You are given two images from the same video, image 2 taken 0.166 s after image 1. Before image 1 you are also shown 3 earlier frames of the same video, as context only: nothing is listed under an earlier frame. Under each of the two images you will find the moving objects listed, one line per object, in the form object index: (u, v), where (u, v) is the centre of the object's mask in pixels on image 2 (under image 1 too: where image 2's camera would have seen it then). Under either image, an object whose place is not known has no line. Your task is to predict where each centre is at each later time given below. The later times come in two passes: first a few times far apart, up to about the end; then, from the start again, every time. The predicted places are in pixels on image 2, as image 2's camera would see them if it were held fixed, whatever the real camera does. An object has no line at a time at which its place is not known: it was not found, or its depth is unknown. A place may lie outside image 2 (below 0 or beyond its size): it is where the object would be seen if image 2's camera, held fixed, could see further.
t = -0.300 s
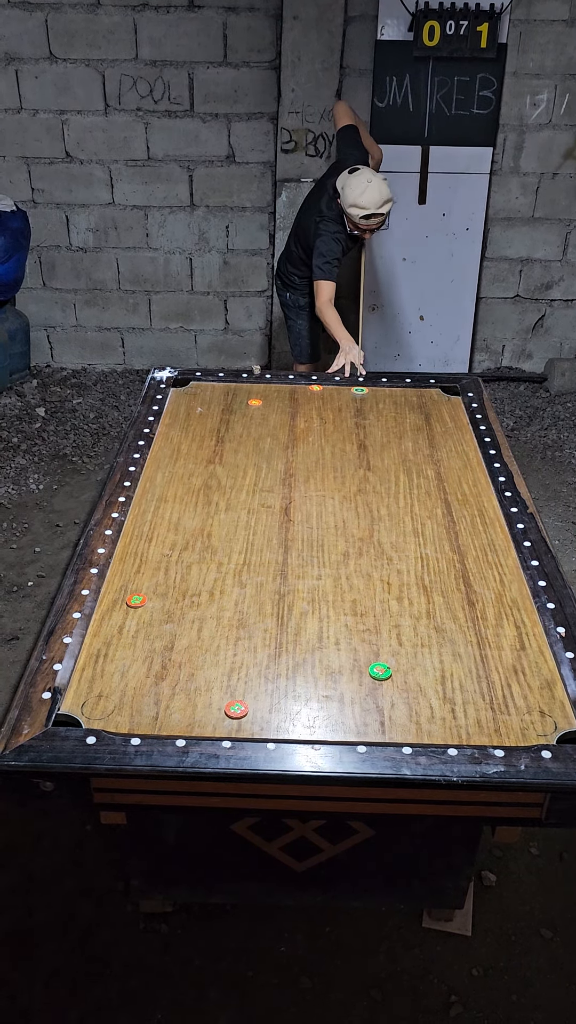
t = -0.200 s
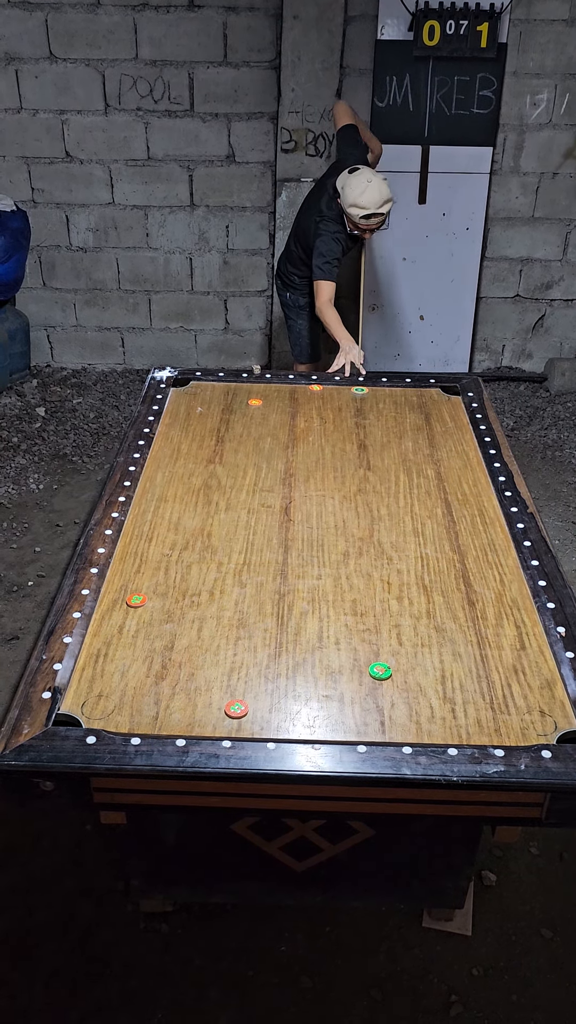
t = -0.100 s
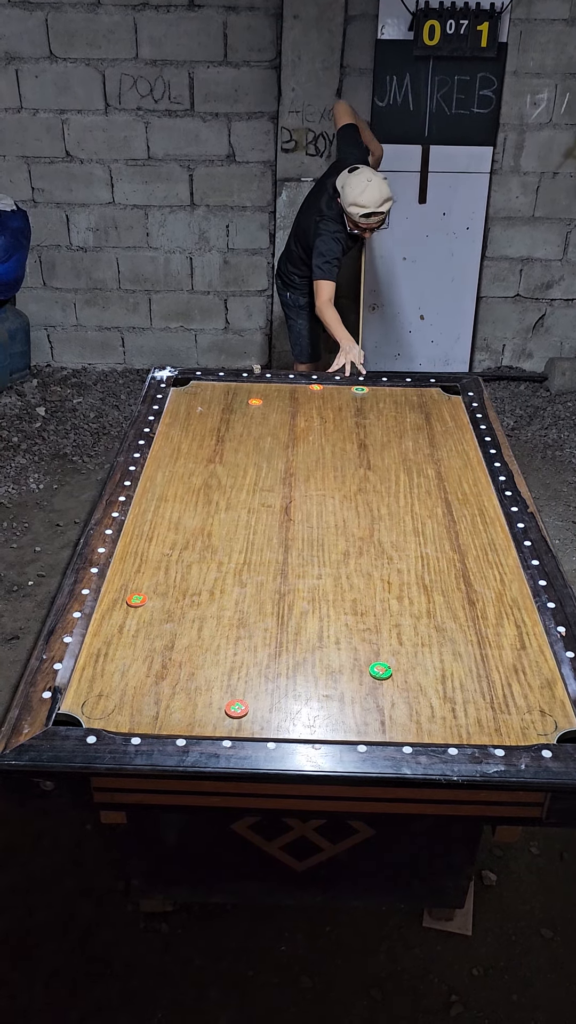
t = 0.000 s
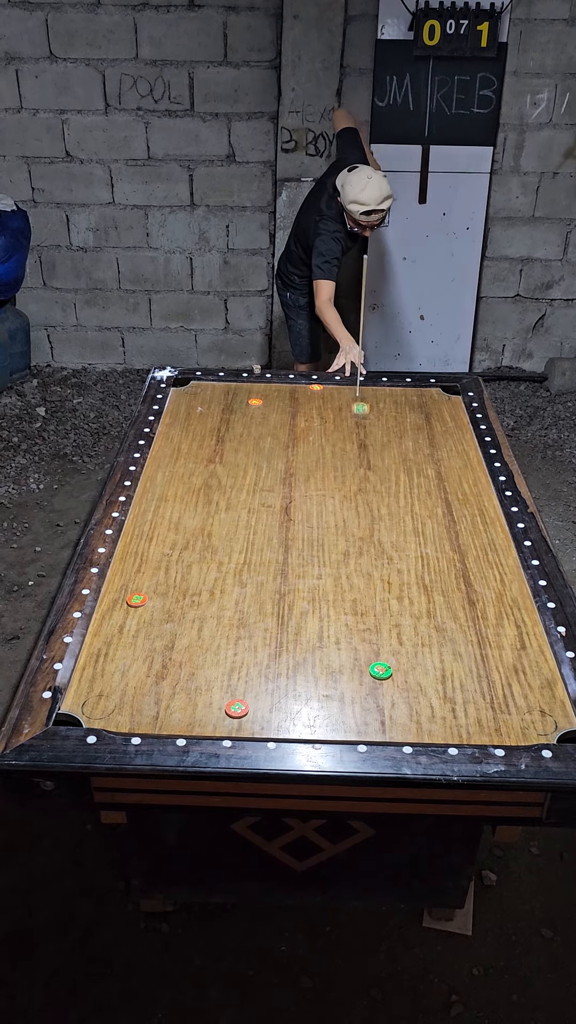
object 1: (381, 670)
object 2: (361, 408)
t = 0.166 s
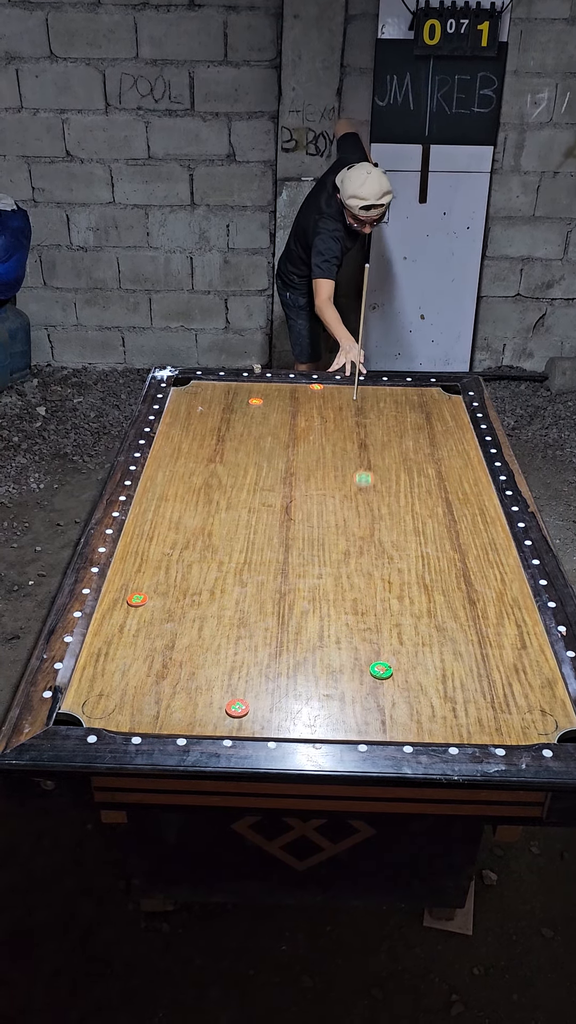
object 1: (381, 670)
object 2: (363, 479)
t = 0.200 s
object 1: (381, 670)
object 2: (364, 496)
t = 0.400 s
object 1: (381, 670)
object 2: (368, 620)
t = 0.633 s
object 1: (453, 637)
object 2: (324, 717)
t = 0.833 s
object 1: (481, 533)
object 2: (272, 651)
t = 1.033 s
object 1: (464, 464)
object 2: (234, 602)
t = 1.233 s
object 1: (429, 414)
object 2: (208, 566)
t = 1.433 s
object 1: (402, 397)
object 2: (190, 541)
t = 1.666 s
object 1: (375, 421)
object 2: (178, 524)
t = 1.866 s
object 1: (355, 440)
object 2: (174, 517)
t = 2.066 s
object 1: (338, 456)
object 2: (171, 515)
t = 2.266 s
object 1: (327, 467)
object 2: (171, 515)
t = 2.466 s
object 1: (320, 475)
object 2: (171, 515)
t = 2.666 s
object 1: (316, 479)
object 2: (171, 515)
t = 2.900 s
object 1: (316, 480)
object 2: (171, 515)
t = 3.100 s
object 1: (316, 480)
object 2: (171, 515)
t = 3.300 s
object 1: (316, 480)
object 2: (171, 515)
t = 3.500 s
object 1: (316, 480)
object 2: (171, 515)
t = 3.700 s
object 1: (316, 480)
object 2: (170, 515)
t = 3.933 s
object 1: (316, 480)
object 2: (170, 515)
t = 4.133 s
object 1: (316, 480)
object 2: (170, 515)
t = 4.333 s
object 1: (316, 480)
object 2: (170, 515)
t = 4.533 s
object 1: (316, 480)
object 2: (171, 515)
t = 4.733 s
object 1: (316, 480)
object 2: (170, 515)
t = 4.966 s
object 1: (316, 480)
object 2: (170, 515)
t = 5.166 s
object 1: (316, 480)
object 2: (170, 515)
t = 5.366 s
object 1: (316, 480)
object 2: (171, 515)
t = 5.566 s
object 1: (316, 480)
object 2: (170, 515)
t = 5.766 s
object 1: (316, 480)
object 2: (171, 515)
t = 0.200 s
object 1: (381, 670)
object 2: (364, 496)
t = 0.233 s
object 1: (381, 670)
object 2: (365, 514)
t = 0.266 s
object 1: (381, 670)
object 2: (365, 532)
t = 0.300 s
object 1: (381, 670)
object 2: (366, 552)
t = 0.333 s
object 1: (381, 670)
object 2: (366, 573)
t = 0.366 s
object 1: (381, 670)
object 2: (367, 596)
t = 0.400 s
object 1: (381, 670)
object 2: (368, 620)
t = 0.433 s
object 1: (381, 670)
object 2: (370, 646)
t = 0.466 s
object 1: (397, 695)
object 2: (365, 664)
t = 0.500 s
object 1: (423, 731)
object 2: (359, 680)
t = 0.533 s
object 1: (433, 709)
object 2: (351, 696)
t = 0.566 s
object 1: (440, 683)
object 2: (343, 714)
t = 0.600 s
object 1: (447, 659)
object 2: (335, 728)
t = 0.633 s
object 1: (453, 637)
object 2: (324, 717)
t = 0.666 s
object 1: (458, 616)
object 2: (314, 705)
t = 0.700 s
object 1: (464, 597)
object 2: (305, 694)
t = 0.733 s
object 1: (468, 580)
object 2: (296, 681)
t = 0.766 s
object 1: (472, 563)
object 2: (287, 670)
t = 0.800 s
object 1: (477, 547)
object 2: (279, 660)
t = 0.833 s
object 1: (481, 533)
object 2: (272, 651)
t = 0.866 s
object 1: (484, 519)
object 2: (265, 642)
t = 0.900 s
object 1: (487, 506)
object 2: (257, 632)
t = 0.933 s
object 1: (487, 494)
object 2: (250, 624)
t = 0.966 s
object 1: (479, 484)
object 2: (246, 616)
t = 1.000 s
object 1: (471, 473)
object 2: (239, 609)
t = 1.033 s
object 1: (464, 464)
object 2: (234, 602)
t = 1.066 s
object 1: (457, 454)
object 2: (229, 595)
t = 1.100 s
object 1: (451, 445)
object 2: (224, 589)
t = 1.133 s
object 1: (445, 437)
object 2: (220, 583)
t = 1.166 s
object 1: (439, 429)
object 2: (216, 577)
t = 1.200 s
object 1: (434, 422)
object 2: (212, 572)
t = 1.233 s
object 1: (429, 414)
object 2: (208, 566)
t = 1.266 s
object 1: (424, 407)
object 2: (204, 562)
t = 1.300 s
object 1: (419, 401)
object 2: (202, 557)
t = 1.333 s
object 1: (415, 395)
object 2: (199, 553)
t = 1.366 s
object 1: (411, 390)
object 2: (195, 549)
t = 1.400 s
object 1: (406, 393)
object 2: (193, 545)
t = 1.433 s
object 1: (402, 397)
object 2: (190, 541)
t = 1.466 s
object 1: (398, 400)
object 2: (188, 539)
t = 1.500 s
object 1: (394, 404)
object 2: (186, 536)
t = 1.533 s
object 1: (390, 407)
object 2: (184, 533)
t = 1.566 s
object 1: (386, 411)
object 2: (182, 530)
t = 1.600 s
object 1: (383, 414)
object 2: (181, 528)
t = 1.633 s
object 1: (378, 418)
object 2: (180, 526)
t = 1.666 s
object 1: (375, 421)
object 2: (178, 524)
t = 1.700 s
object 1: (371, 425)
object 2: (178, 523)
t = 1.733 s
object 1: (368, 428)
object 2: (176, 521)
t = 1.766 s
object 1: (365, 431)
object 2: (176, 520)
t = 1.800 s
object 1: (361, 434)
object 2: (175, 519)
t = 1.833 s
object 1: (358, 437)
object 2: (174, 518)
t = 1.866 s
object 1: (355, 440)
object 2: (174, 517)
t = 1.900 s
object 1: (352, 443)
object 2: (173, 516)
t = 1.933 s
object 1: (349, 446)
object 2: (172, 516)
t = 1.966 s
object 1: (346, 449)
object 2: (172, 516)
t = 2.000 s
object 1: (343, 451)
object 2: (172, 515)
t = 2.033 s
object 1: (340, 454)
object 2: (171, 515)
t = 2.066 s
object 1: (338, 456)
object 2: (171, 515)
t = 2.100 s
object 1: (336, 458)
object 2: (171, 515)
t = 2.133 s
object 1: (333, 460)
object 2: (171, 515)
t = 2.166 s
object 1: (332, 462)
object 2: (171, 515)
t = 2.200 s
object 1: (330, 464)
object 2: (171, 515)
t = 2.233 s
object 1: (328, 466)
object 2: (171, 515)
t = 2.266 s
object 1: (327, 467)
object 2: (171, 515)
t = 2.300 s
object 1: (325, 469)
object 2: (171, 515)
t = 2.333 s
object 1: (324, 470)
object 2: (171, 515)
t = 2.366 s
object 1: (323, 472)
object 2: (171, 515)
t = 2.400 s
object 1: (321, 473)
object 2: (171, 515)
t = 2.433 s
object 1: (321, 474)
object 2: (170, 515)
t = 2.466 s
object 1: (320, 475)
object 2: (171, 515)
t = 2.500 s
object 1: (319, 476)
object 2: (170, 515)
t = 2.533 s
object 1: (318, 477)
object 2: (170, 515)
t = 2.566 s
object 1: (318, 478)
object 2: (170, 515)
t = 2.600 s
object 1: (317, 478)
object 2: (170, 515)
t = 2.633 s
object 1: (317, 479)
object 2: (171, 515)
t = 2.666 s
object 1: (316, 479)
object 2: (171, 515)
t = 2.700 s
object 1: (316, 480)
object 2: (170, 515)
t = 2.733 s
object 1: (316, 480)
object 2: (171, 515)
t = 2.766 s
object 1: (316, 480)
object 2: (171, 515)
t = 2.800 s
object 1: (316, 480)
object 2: (171, 515)
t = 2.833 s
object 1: (316, 480)
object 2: (171, 514)
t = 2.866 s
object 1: (316, 480)
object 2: (171, 515)
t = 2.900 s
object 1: (316, 480)
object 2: (171, 515)
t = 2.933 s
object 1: (316, 480)
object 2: (171, 515)
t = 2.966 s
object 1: (316, 480)
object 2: (171, 515)
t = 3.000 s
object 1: (316, 480)
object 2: (171, 515)
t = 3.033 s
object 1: (316, 480)
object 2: (171, 515)
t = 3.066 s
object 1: (316, 480)
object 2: (171, 515)
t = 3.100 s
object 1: (316, 480)
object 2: (171, 515)
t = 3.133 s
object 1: (316, 480)
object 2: (171, 515)
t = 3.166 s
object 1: (316, 480)
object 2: (171, 515)
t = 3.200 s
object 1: (316, 480)
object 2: (171, 515)
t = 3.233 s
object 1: (316, 480)
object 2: (171, 515)
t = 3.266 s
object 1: (316, 480)
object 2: (171, 515)
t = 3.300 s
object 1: (316, 480)
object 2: (171, 515)
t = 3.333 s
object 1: (316, 480)
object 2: (171, 515)
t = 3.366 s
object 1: (316, 480)
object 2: (170, 515)
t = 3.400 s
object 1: (316, 480)
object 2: (171, 515)
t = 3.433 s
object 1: (316, 480)
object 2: (171, 515)
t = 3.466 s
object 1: (316, 480)
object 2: (171, 515)
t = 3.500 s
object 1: (316, 480)
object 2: (171, 515)
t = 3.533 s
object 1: (316, 480)
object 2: (171, 515)
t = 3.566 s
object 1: (316, 480)
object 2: (170, 515)
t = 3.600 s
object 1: (316, 480)
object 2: (170, 515)
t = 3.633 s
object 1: (316, 480)
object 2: (171, 515)
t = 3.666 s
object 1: (316, 480)
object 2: (171, 515)
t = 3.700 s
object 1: (316, 480)
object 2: (170, 515)
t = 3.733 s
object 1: (316, 480)
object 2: (170, 515)
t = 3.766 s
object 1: (316, 480)
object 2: (170, 515)
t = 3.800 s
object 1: (316, 480)
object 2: (170, 515)
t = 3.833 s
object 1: (316, 480)
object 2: (170, 515)
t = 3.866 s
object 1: (316, 480)
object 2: (170, 515)
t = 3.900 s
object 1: (316, 480)
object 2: (170, 515)
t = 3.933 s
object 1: (316, 480)
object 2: (170, 515)
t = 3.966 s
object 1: (316, 480)
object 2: (170, 515)
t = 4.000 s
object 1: (316, 480)
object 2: (170, 515)
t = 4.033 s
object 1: (316, 480)
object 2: (170, 515)
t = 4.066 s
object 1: (316, 480)
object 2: (170, 515)
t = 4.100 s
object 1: (316, 480)
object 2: (170, 515)
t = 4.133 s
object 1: (316, 480)
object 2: (170, 515)
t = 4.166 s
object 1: (316, 480)
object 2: (170, 515)
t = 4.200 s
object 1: (316, 480)
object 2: (170, 515)
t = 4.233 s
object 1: (316, 480)
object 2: (170, 515)
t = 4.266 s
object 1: (316, 480)
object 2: (171, 515)
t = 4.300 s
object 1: (316, 480)
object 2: (170, 515)
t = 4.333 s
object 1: (316, 480)
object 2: (170, 515)
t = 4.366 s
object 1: (316, 480)
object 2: (171, 515)
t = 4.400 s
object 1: (316, 480)
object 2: (170, 515)
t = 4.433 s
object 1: (316, 480)
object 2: (171, 515)
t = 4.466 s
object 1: (316, 480)
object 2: (170, 515)
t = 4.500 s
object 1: (316, 480)
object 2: (170, 515)
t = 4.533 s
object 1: (316, 480)
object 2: (171, 515)
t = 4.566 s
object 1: (316, 480)
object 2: (171, 515)
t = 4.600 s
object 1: (316, 480)
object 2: (170, 515)
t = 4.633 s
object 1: (316, 480)
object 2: (170, 515)
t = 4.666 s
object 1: (316, 480)
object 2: (170, 515)
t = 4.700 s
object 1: (316, 480)
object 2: (170, 515)
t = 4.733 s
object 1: (316, 480)
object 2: (170, 515)
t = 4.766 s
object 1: (316, 480)
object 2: (170, 515)
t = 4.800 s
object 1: (316, 480)
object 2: (170, 515)
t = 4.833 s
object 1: (316, 480)
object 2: (170, 515)
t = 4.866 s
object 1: (316, 480)
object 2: (170, 515)
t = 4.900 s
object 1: (316, 480)
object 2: (170, 515)
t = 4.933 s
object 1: (316, 480)
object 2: (170, 515)
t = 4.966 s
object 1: (316, 480)
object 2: (170, 515)
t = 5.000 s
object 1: (316, 480)
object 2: (170, 515)
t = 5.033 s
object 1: (316, 480)
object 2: (170, 515)
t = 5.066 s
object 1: (316, 480)
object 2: (171, 515)
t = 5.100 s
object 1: (316, 480)
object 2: (171, 515)
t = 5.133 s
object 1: (316, 480)
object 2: (170, 515)
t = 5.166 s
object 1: (316, 480)
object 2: (170, 515)
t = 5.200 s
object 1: (316, 480)
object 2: (170, 515)
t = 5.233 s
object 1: (316, 480)
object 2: (171, 515)
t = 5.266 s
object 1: (316, 480)
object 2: (170, 515)
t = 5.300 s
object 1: (316, 480)
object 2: (171, 515)
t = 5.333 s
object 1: (316, 480)
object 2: (170, 515)
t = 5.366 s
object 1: (316, 480)
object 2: (171, 515)
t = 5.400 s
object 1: (316, 480)
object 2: (171, 515)
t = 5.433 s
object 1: (316, 480)
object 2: (171, 515)
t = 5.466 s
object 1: (316, 480)
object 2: (171, 515)
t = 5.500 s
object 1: (316, 480)
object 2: (171, 515)
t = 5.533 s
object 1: (316, 480)
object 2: (170, 515)
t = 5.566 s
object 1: (316, 480)
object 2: (170, 515)
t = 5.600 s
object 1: (316, 480)
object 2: (170, 515)
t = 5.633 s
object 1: (316, 480)
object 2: (171, 515)
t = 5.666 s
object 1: (316, 480)
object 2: (171, 514)
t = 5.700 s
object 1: (316, 480)
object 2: (170, 515)
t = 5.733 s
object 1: (316, 480)
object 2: (170, 515)
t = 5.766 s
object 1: (316, 480)
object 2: (171, 515)
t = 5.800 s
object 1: (316, 480)
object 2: (170, 515)
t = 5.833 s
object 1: (316, 480)
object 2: (171, 515)
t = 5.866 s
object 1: (316, 480)
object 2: (171, 515)
